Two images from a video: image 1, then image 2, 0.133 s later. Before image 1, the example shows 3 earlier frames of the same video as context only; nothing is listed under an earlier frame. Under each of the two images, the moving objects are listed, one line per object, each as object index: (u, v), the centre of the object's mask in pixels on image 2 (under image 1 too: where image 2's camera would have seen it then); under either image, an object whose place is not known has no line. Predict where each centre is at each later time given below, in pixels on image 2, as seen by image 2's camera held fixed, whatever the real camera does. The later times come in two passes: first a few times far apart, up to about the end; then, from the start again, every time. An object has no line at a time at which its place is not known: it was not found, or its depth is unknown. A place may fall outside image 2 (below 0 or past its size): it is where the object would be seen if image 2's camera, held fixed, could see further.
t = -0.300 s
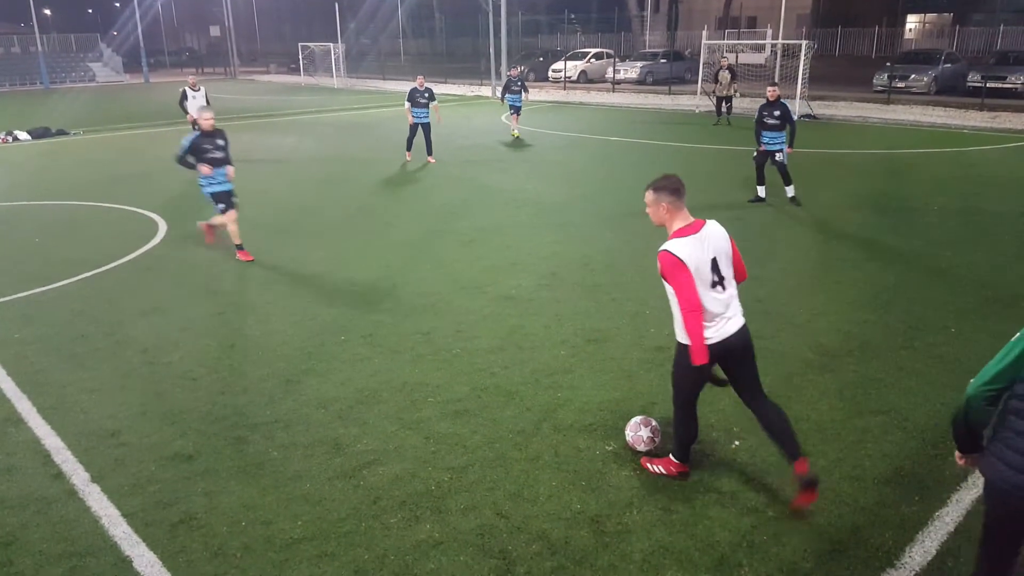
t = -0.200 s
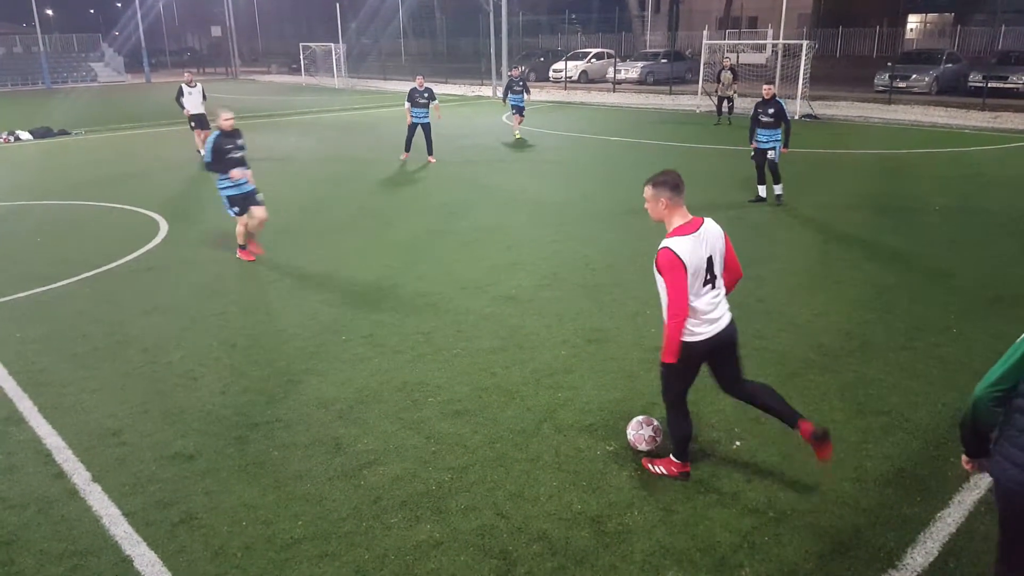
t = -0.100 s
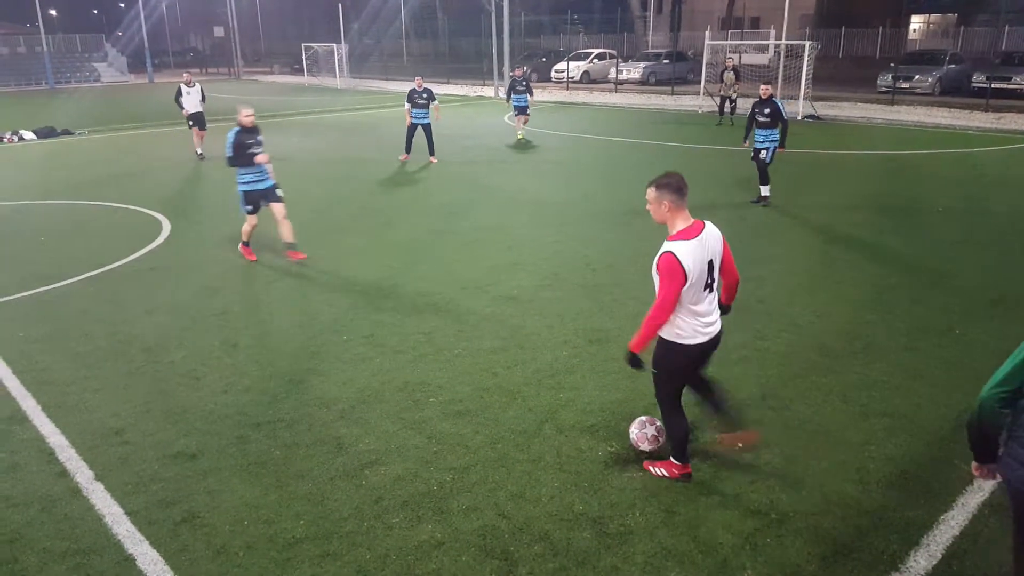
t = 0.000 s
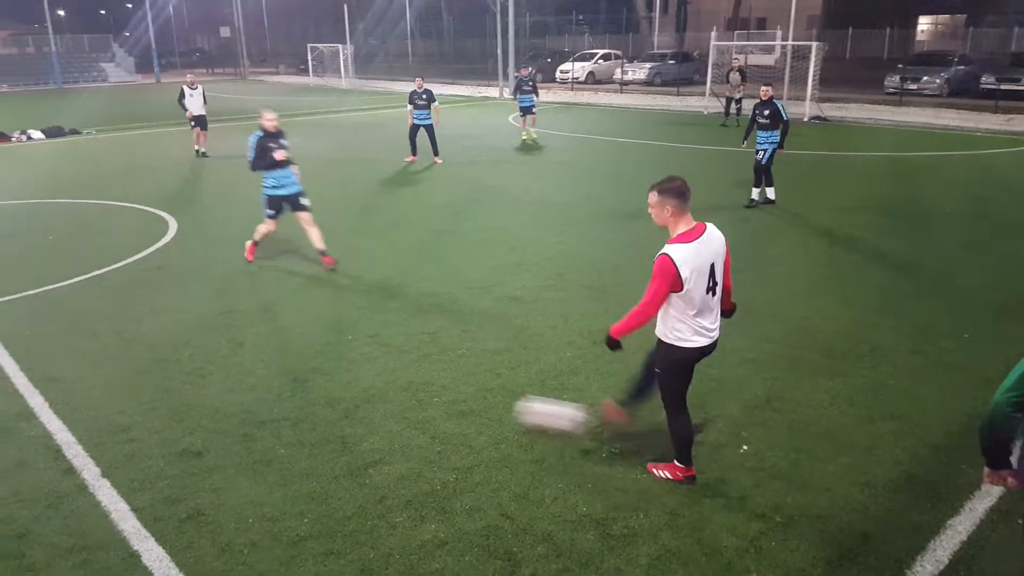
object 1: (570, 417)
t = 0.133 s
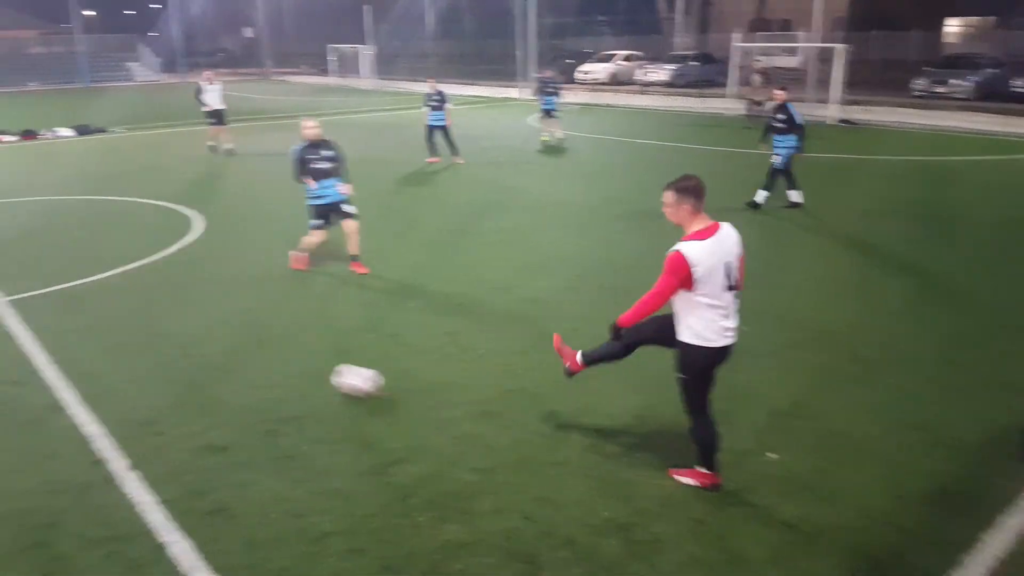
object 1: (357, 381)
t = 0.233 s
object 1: (235, 357)
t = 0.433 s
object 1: (36, 326)
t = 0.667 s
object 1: (-131, 297)
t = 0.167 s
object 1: (314, 373)
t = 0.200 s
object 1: (273, 365)
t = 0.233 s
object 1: (235, 357)
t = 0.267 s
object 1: (198, 352)
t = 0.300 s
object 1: (162, 347)
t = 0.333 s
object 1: (128, 341)
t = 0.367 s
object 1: (95, 337)
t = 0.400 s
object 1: (65, 332)
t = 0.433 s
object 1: (36, 326)
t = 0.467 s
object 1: (9, 321)
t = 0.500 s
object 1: (-18, 318)
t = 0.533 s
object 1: (-42, 313)
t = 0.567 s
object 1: (-66, 308)
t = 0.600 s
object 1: (-88, 304)
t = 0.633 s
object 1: (-109, 303)
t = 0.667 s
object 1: (-131, 297)
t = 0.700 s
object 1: (-149, 296)
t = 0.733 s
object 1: (-167, 292)
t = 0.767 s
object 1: (-184, 288)
